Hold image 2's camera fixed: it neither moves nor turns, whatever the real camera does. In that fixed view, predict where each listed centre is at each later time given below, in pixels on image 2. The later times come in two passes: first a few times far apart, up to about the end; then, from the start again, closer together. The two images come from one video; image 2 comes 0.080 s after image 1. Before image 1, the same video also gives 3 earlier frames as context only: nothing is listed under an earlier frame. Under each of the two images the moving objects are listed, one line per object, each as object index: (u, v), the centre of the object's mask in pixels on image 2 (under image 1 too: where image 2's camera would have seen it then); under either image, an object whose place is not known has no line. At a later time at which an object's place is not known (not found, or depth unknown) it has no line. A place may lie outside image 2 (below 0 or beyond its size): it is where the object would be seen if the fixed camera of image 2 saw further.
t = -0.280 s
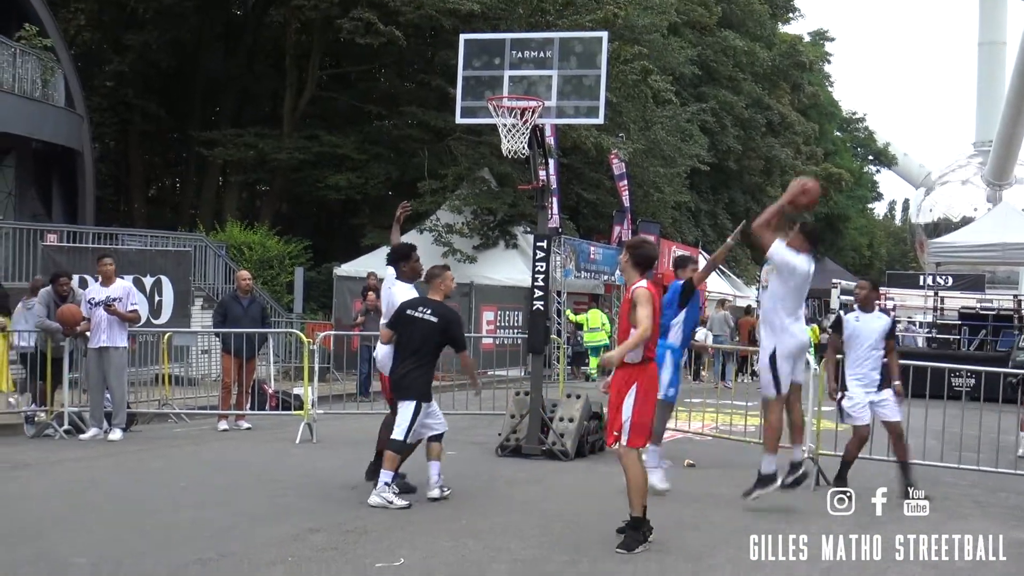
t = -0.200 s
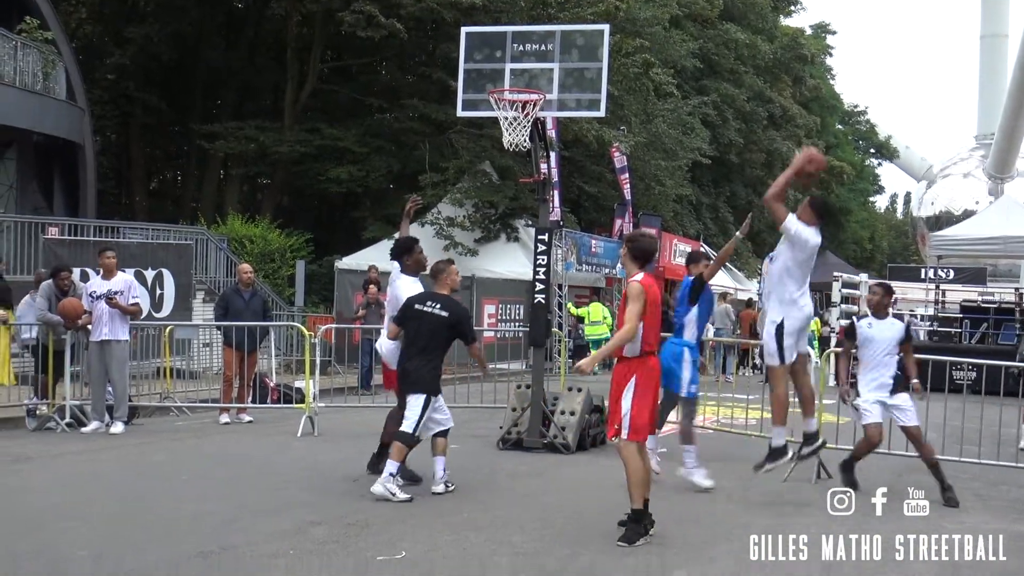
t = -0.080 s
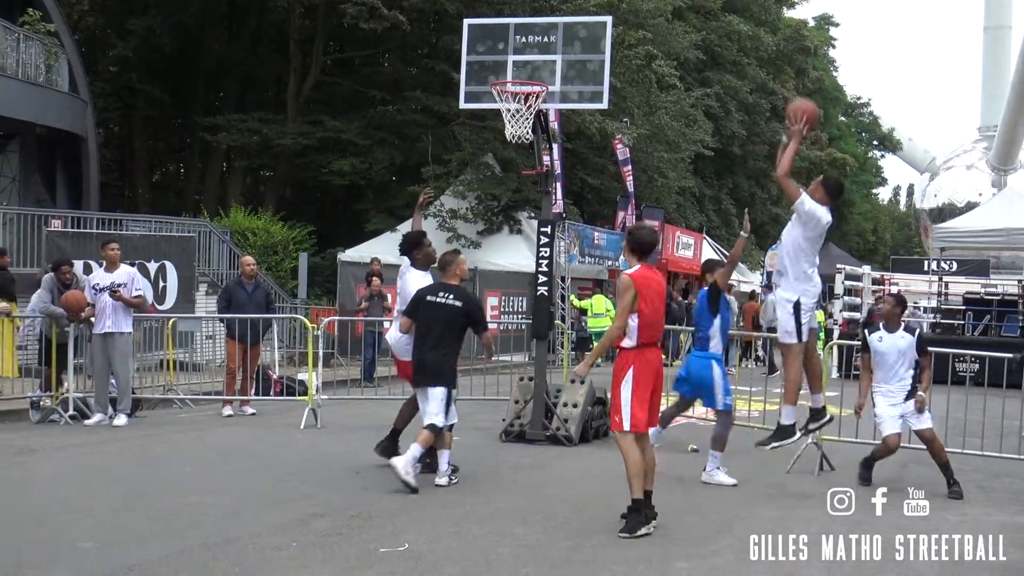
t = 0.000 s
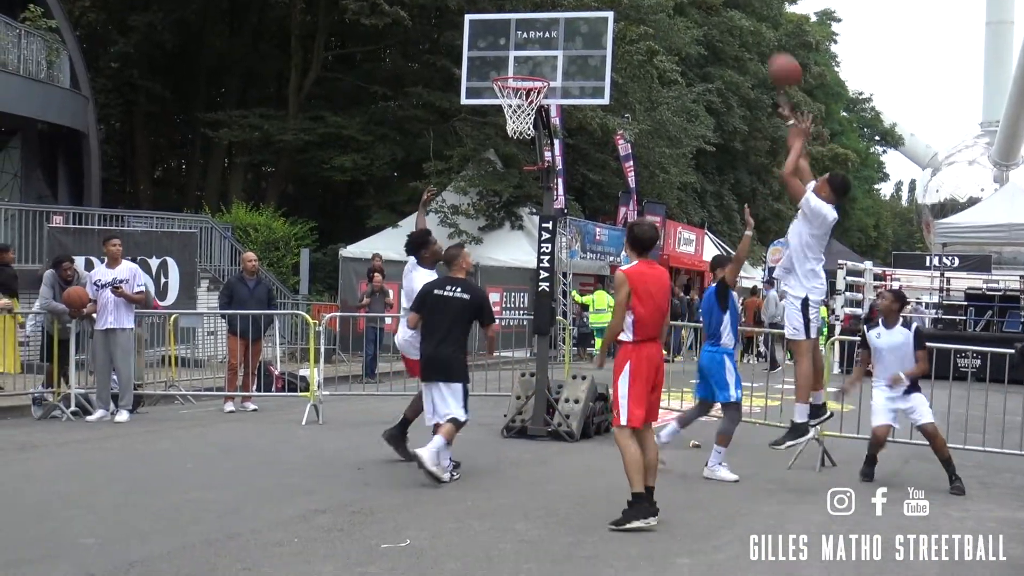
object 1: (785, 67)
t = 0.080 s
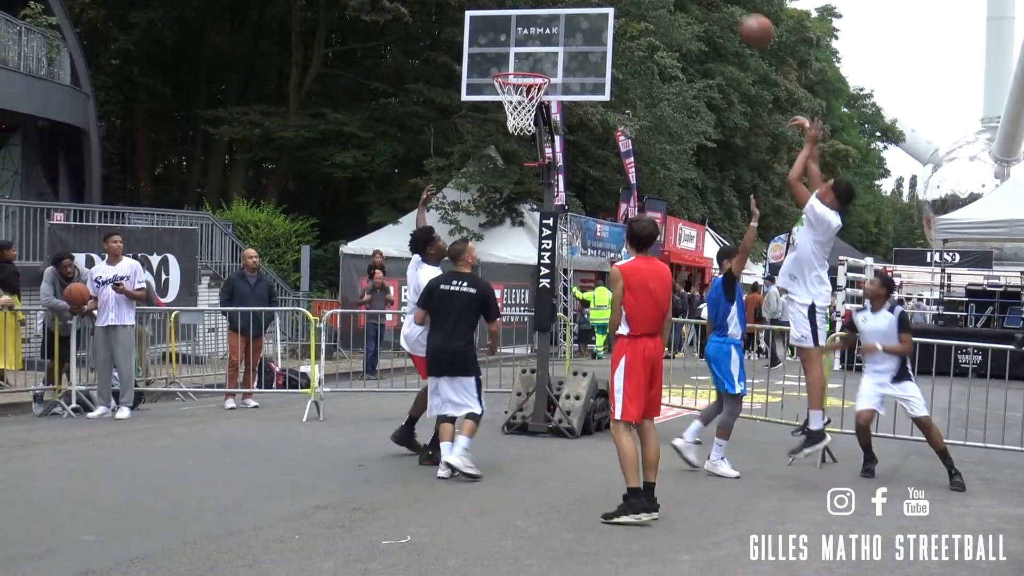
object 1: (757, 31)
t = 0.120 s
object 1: (743, 18)
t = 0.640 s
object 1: (577, 25)
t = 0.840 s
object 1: (534, 62)
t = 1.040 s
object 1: (513, 60)
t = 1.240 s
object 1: (500, 62)
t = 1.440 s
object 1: (498, 62)
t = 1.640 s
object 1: (502, 63)
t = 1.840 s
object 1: (515, 85)
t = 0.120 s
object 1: (743, 18)
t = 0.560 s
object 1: (601, 14)
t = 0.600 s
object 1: (589, 18)
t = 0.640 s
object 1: (577, 25)
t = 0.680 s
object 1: (566, 37)
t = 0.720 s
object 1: (554, 53)
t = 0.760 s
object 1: (545, 64)
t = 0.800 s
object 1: (539, 62)
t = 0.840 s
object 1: (534, 62)
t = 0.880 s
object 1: (528, 63)
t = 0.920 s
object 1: (524, 65)
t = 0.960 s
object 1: (519, 64)
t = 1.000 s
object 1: (516, 62)
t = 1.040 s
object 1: (513, 60)
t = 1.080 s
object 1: (510, 58)
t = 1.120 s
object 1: (507, 59)
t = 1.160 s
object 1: (504, 60)
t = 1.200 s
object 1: (501, 63)
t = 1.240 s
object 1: (500, 62)
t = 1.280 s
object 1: (499, 62)
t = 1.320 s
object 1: (498, 62)
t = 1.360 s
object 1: (498, 62)
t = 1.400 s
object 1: (498, 62)
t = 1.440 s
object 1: (498, 62)
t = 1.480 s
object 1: (498, 62)
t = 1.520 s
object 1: (498, 62)
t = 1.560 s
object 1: (499, 62)
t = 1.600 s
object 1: (500, 62)
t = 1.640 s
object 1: (502, 63)
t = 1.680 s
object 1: (504, 64)
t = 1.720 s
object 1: (505, 65)
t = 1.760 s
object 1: (507, 67)
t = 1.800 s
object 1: (512, 80)
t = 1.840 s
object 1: (515, 85)
